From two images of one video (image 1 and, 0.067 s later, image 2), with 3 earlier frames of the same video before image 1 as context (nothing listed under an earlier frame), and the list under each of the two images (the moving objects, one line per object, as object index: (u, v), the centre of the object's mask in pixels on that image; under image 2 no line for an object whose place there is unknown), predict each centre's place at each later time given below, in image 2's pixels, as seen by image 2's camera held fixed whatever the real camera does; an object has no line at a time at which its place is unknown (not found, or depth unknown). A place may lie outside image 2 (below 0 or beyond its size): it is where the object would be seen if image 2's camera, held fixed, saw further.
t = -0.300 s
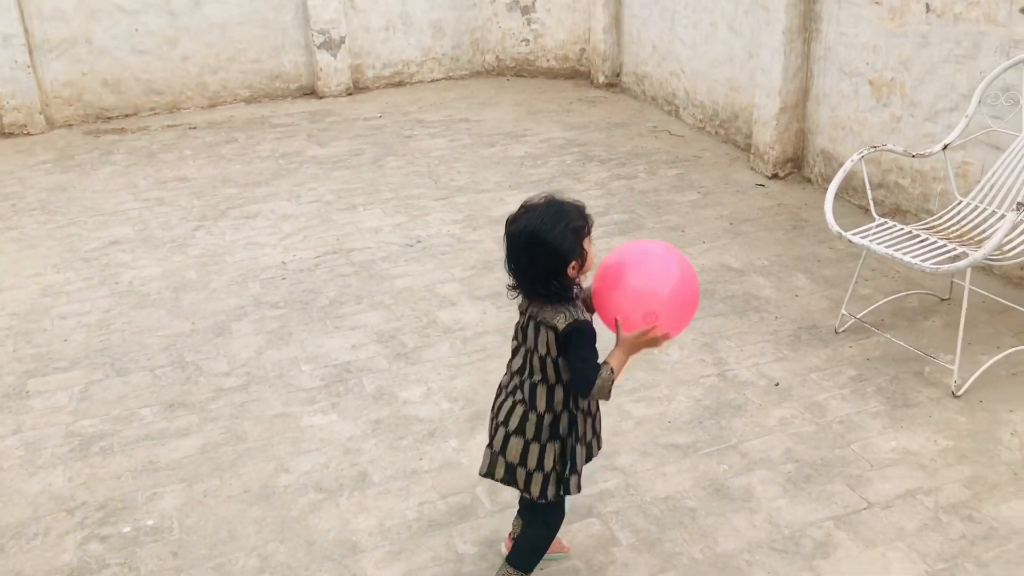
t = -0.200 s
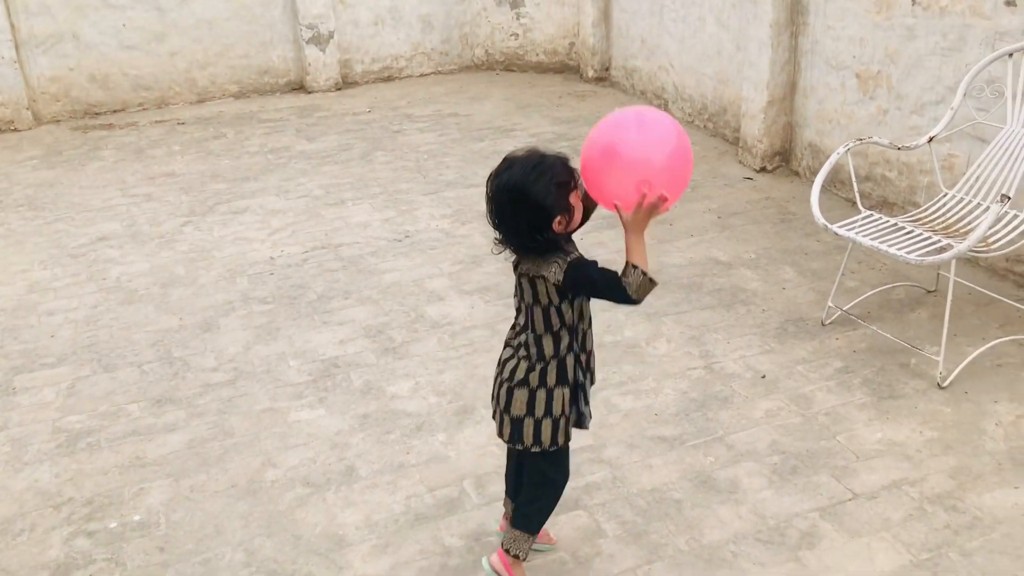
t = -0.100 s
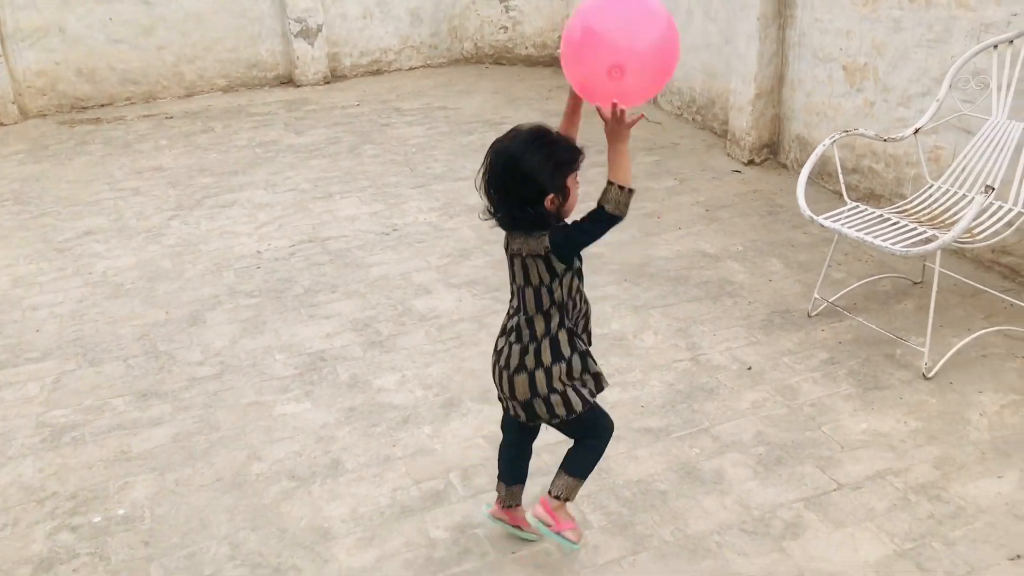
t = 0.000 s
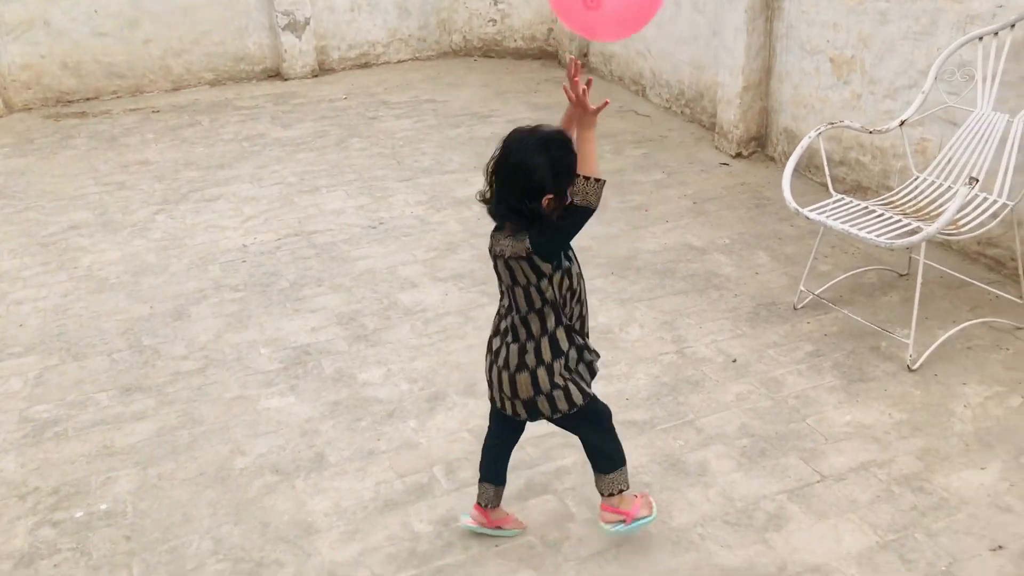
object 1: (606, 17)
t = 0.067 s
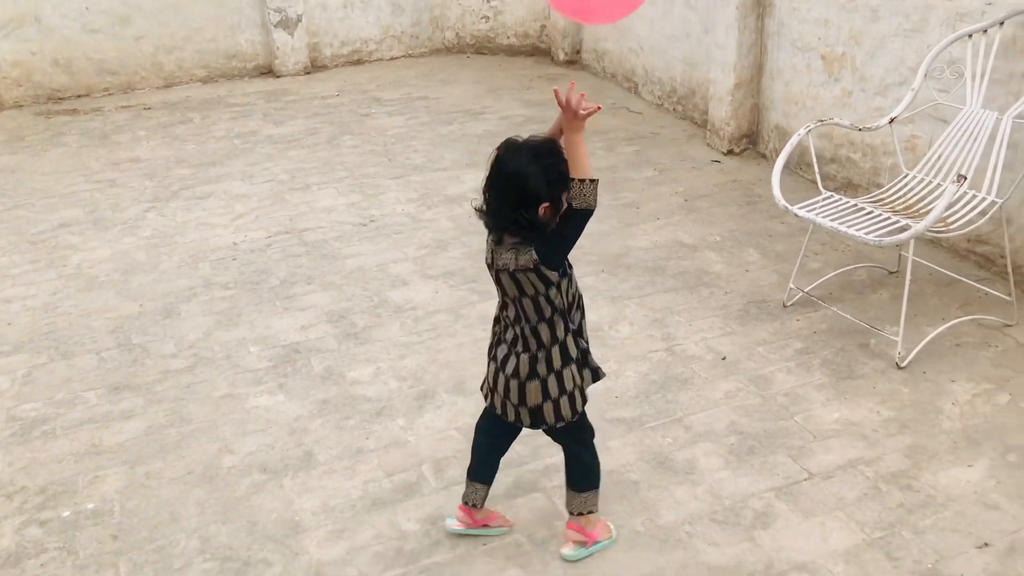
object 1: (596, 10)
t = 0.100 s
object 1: (598, 10)
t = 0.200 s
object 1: (598, 24)
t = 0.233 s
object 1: (597, 34)
